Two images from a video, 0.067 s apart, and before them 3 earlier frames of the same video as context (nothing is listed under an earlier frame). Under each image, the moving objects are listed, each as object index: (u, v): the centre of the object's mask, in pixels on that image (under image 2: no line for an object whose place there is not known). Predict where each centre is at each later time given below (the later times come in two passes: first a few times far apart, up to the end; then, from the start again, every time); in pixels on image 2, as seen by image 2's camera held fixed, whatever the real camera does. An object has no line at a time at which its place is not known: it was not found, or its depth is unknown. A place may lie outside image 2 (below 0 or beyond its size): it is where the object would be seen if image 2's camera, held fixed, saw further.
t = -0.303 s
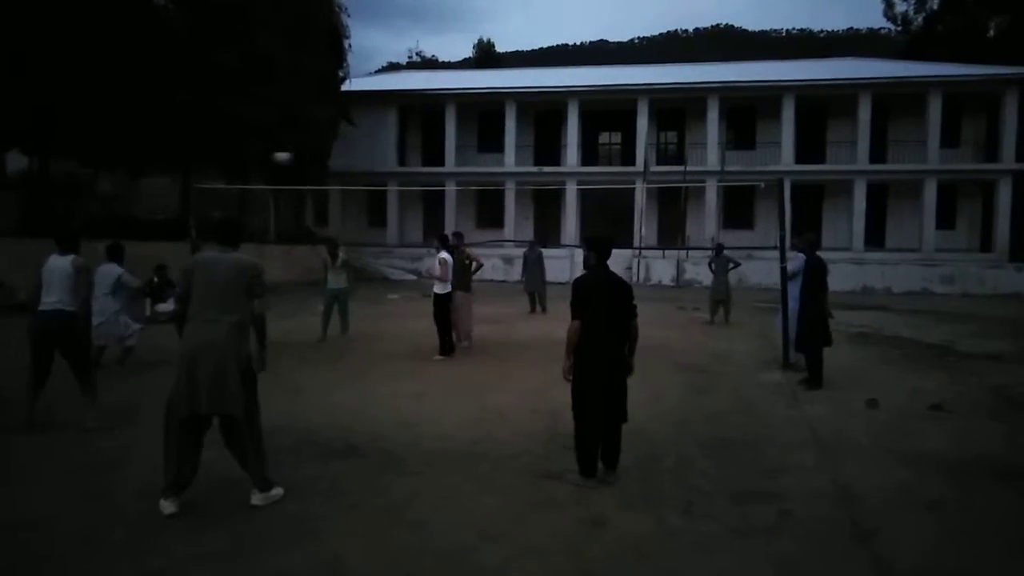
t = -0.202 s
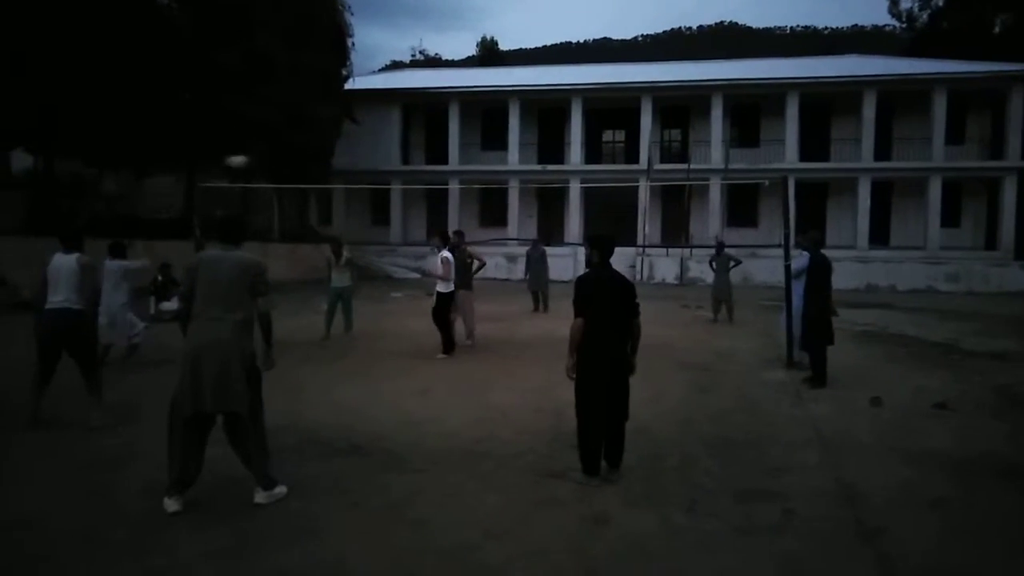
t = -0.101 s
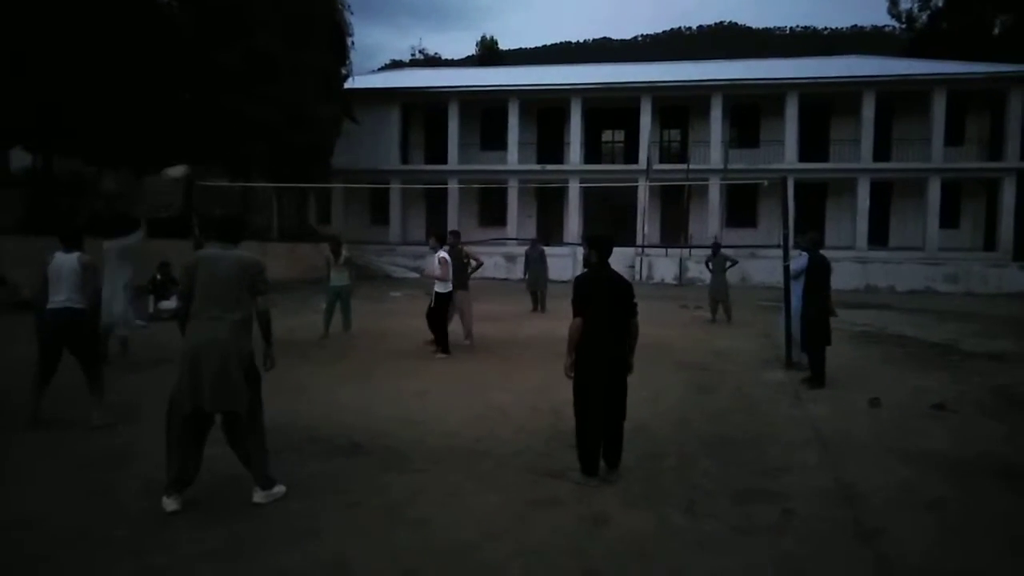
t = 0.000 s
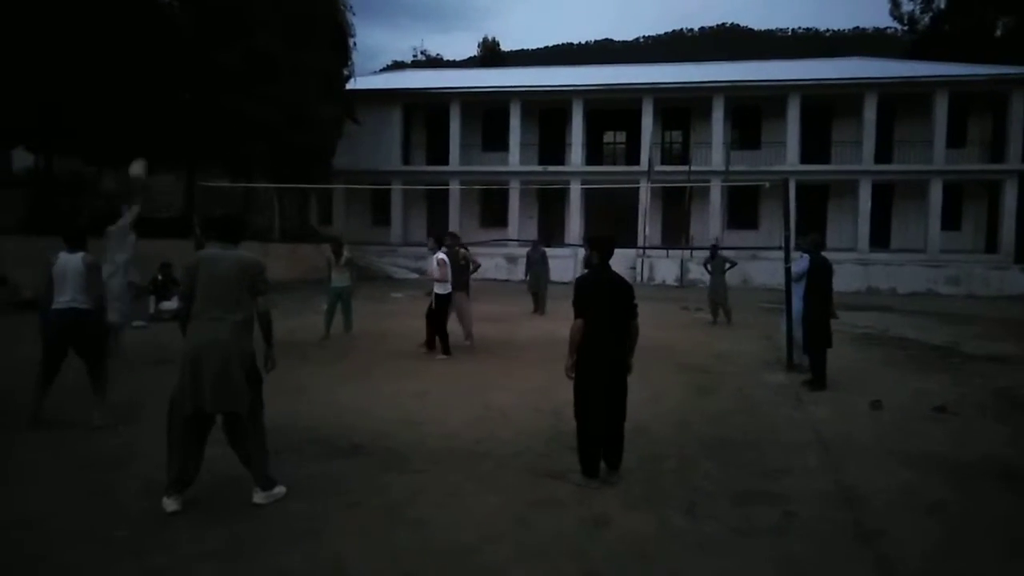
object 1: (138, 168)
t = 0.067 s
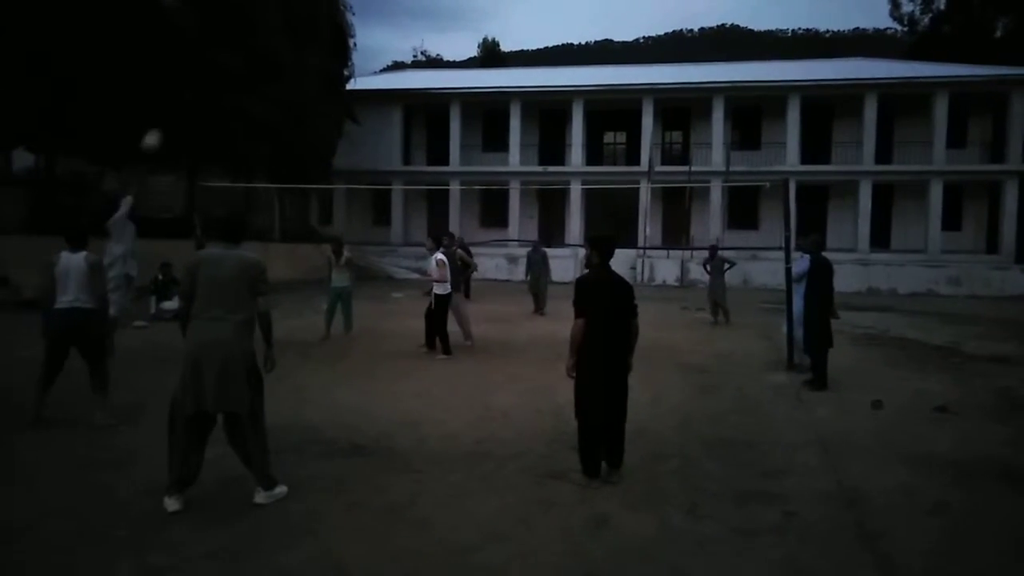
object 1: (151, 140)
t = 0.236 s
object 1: (188, 81)
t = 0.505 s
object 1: (244, 34)
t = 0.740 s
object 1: (295, 42)
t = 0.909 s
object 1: (330, 76)
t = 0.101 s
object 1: (159, 126)
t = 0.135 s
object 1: (166, 115)
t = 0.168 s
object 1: (173, 102)
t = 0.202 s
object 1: (181, 91)
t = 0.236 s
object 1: (188, 81)
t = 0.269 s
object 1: (194, 71)
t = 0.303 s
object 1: (202, 63)
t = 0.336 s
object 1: (209, 56)
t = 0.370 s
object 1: (216, 50)
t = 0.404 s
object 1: (223, 44)
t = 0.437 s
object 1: (231, 40)
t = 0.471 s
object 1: (238, 37)
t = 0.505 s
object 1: (244, 34)
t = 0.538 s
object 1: (252, 32)
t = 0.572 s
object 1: (259, 31)
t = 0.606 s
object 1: (266, 32)
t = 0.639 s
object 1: (274, 33)
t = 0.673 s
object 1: (281, 35)
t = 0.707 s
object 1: (288, 38)
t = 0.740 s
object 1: (295, 42)
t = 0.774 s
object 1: (302, 47)
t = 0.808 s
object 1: (309, 53)
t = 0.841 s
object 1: (316, 59)
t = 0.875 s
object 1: (323, 67)
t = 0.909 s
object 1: (330, 76)
